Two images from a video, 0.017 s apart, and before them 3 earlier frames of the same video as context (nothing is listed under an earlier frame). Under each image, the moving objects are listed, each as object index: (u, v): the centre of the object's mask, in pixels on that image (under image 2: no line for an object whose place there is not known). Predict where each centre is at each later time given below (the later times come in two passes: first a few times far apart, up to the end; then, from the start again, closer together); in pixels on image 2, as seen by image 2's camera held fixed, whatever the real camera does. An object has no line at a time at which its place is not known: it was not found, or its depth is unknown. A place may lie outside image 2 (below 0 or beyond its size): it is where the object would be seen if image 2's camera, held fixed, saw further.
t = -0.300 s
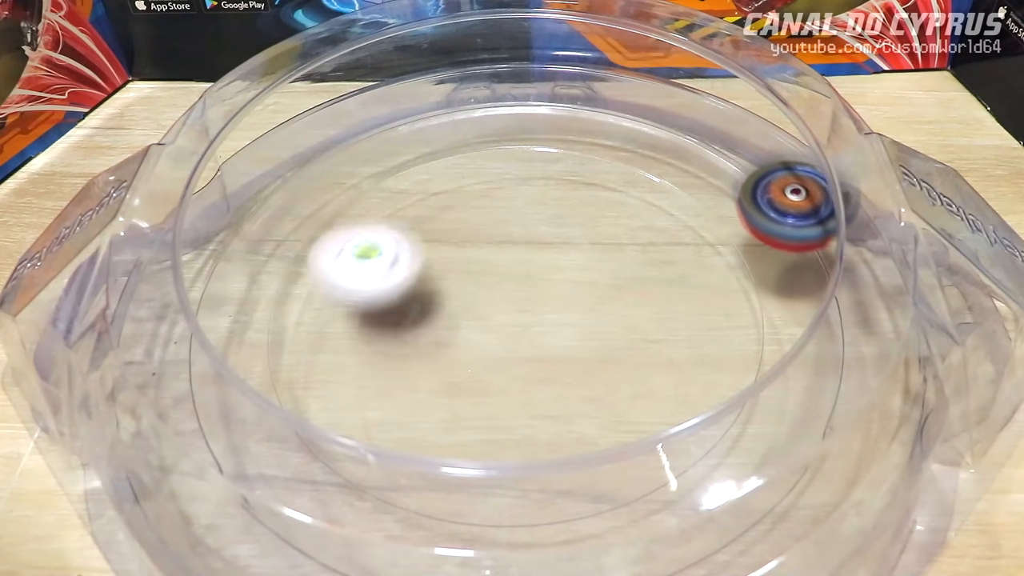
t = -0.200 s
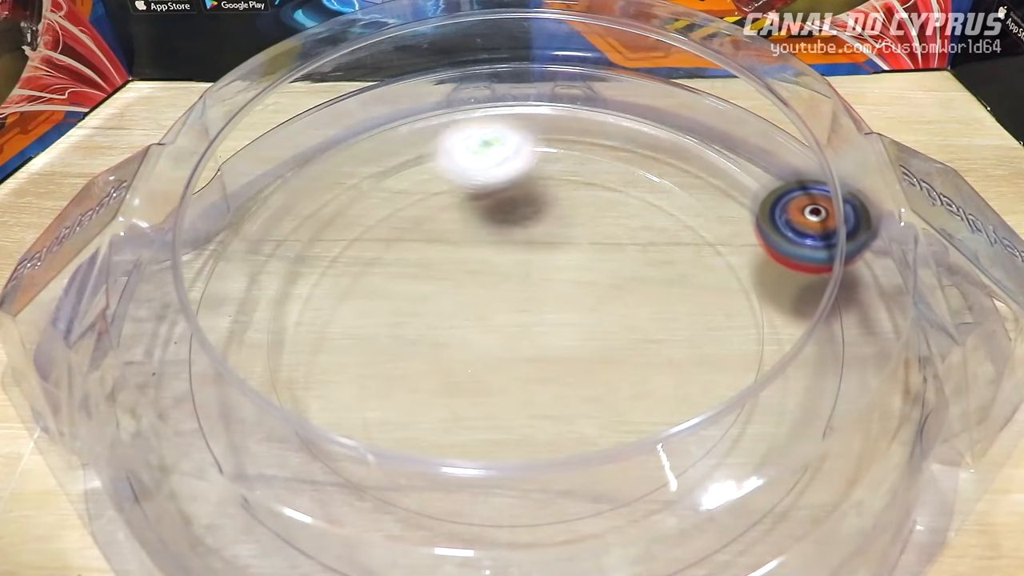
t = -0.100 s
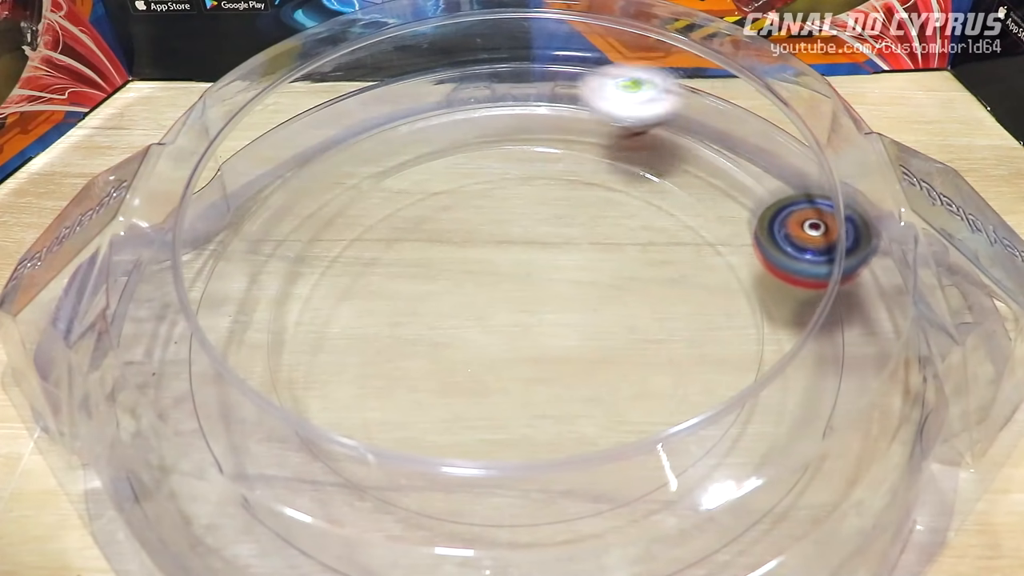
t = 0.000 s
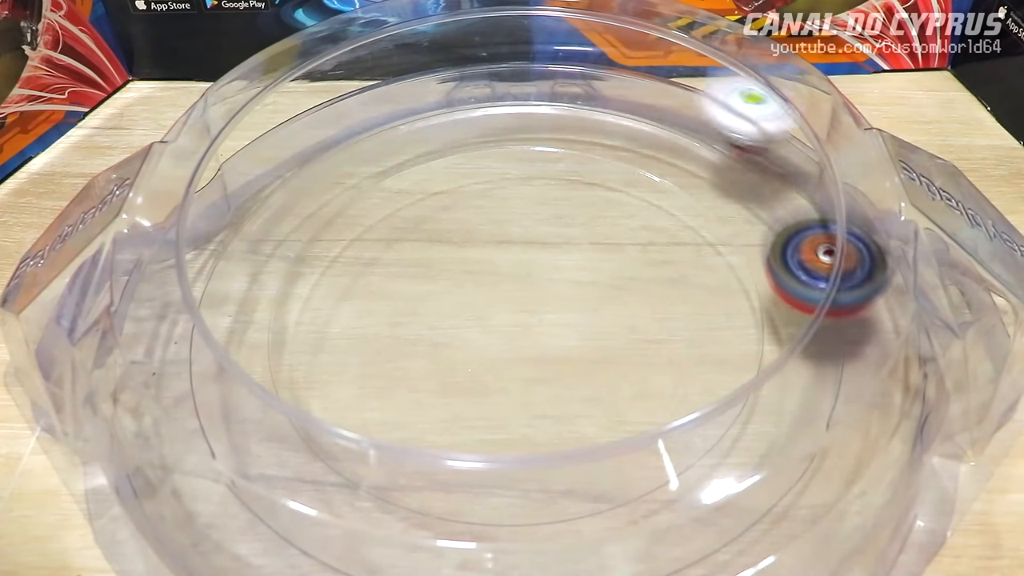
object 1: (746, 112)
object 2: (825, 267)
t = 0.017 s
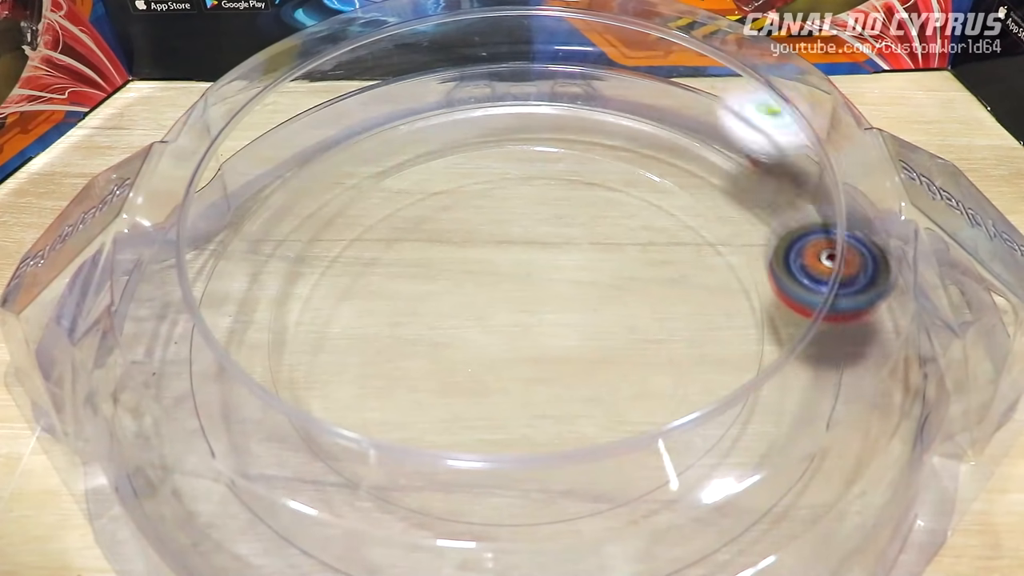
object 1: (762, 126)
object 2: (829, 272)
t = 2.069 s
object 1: (516, 547)
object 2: (192, 344)
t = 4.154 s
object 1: (443, 94)
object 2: (575, 115)
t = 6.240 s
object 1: (499, 375)
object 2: (203, 374)
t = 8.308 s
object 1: (539, 336)
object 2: (782, 194)
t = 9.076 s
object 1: (499, 278)
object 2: (756, 470)
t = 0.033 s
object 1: (775, 143)
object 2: (832, 277)
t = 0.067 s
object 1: (790, 166)
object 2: (831, 282)
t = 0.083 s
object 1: (790, 187)
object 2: (831, 285)
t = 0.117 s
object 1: (784, 205)
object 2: (837, 306)
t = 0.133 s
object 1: (778, 212)
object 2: (835, 322)
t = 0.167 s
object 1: (769, 222)
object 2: (828, 343)
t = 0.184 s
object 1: (766, 228)
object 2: (826, 355)
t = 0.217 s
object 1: (760, 237)
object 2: (825, 379)
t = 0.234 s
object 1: (755, 244)
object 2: (823, 391)
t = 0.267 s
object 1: (741, 263)
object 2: (811, 408)
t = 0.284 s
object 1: (732, 274)
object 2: (804, 415)
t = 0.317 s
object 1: (708, 303)
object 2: (795, 433)
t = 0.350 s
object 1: (673, 339)
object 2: (785, 450)
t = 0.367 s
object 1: (650, 357)
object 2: (781, 455)
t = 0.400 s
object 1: (591, 391)
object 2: (765, 466)
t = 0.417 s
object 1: (556, 403)
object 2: (759, 469)
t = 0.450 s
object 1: (479, 418)
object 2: (749, 477)
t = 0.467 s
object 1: (436, 418)
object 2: (744, 482)
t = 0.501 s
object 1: (364, 403)
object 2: (731, 494)
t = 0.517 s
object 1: (334, 393)
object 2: (727, 499)
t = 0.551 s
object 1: (264, 363)
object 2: (716, 503)
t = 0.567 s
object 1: (240, 346)
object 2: (711, 505)
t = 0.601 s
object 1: (199, 324)
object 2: (700, 510)
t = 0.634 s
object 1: (170, 288)
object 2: (689, 514)
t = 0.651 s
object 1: (163, 270)
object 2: (682, 518)
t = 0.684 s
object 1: (157, 252)
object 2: (670, 521)
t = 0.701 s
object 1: (153, 243)
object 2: (666, 521)
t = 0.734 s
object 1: (153, 225)
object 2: (654, 521)
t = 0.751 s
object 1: (152, 222)
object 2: (646, 524)
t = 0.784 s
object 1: (173, 215)
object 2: (633, 527)
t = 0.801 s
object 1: (176, 213)
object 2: (627, 528)
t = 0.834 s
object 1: (187, 204)
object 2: (611, 532)
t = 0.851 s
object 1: (206, 202)
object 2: (605, 532)
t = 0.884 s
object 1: (217, 197)
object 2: (594, 532)
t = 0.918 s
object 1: (221, 193)
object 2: (582, 531)
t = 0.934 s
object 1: (223, 189)
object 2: (576, 532)
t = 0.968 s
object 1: (227, 184)
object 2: (560, 534)
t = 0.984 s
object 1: (231, 183)
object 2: (551, 535)
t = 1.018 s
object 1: (236, 177)
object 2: (528, 538)
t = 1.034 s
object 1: (240, 174)
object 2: (520, 538)
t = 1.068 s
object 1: (246, 170)
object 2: (509, 537)
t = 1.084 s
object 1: (251, 169)
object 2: (503, 536)
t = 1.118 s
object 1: (267, 166)
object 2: (491, 535)
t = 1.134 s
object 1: (275, 162)
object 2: (484, 534)
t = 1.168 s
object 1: (296, 158)
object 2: (462, 535)
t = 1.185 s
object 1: (305, 155)
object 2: (451, 535)
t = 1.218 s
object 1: (318, 154)
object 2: (429, 535)
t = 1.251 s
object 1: (332, 155)
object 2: (416, 533)
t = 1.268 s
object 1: (338, 155)
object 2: (412, 532)
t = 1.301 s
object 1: (349, 155)
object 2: (401, 529)
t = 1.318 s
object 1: (356, 155)
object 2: (394, 528)
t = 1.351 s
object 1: (374, 156)
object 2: (377, 526)
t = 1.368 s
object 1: (386, 159)
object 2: (366, 525)
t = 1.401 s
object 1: (415, 164)
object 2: (346, 523)
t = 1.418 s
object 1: (432, 166)
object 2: (338, 522)
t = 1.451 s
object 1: (474, 172)
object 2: (331, 518)
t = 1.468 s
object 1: (497, 178)
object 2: (328, 515)
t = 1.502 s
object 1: (550, 192)
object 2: (320, 510)
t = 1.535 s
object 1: (602, 212)
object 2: (308, 501)
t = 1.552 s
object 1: (627, 226)
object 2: (300, 497)
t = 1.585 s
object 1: (670, 257)
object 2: (284, 490)
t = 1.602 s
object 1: (689, 276)
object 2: (275, 486)
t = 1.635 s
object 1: (716, 315)
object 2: (263, 477)
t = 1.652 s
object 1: (723, 336)
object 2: (260, 474)
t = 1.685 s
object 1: (731, 389)
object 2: (258, 466)
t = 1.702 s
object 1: (729, 415)
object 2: (256, 462)
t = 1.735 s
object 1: (727, 466)
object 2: (252, 451)
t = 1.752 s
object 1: (722, 487)
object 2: (247, 445)
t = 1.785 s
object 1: (705, 515)
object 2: (236, 434)
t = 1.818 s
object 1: (680, 531)
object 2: (221, 424)
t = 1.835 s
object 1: (668, 535)
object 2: (214, 418)
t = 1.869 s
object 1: (644, 540)
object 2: (211, 407)
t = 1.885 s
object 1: (635, 543)
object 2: (211, 402)
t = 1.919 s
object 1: (609, 545)
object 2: (214, 391)
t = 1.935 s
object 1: (597, 545)
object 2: (213, 387)
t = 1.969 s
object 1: (578, 546)
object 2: (209, 376)
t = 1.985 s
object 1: (567, 547)
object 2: (205, 371)
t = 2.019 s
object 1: (546, 547)
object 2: (198, 359)
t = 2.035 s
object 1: (540, 547)
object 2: (194, 353)
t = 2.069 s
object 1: (516, 547)
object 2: (192, 344)
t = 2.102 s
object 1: (498, 546)
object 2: (197, 338)
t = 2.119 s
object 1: (489, 546)
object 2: (198, 335)
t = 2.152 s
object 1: (471, 545)
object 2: (200, 327)
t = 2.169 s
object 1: (462, 544)
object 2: (201, 323)
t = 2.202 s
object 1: (444, 542)
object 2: (200, 313)
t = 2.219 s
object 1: (432, 541)
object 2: (198, 307)
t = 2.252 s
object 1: (407, 536)
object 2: (195, 296)
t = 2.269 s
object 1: (389, 533)
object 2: (194, 291)
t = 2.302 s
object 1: (359, 523)
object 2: (197, 285)
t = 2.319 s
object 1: (343, 516)
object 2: (201, 284)
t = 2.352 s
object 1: (323, 500)
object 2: (207, 280)
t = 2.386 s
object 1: (313, 484)
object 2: (211, 273)
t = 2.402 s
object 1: (309, 477)
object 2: (213, 269)
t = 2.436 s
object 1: (305, 465)
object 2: (216, 259)
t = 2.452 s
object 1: (302, 455)
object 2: (216, 255)
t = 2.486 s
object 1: (298, 442)
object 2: (218, 244)
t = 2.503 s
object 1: (294, 434)
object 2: (220, 239)
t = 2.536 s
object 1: (291, 418)
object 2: (221, 231)
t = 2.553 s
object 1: (289, 410)
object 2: (222, 228)
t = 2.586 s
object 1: (287, 390)
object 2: (231, 226)
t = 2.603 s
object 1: (286, 381)
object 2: (232, 225)
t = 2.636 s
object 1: (291, 353)
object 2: (236, 222)
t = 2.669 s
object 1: (296, 327)
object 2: (241, 217)
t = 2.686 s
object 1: (299, 309)
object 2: (245, 214)
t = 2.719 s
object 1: (315, 276)
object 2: (250, 206)
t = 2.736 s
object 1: (328, 261)
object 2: (252, 199)
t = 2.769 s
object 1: (363, 243)
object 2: (253, 185)
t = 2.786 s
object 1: (382, 233)
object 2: (256, 179)
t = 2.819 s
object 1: (427, 217)
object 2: (266, 176)
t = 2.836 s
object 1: (449, 209)
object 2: (272, 174)
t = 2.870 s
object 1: (504, 198)
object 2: (283, 171)
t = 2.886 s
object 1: (530, 193)
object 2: (288, 169)
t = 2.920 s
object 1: (583, 192)
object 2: (298, 164)
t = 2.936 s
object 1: (608, 193)
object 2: (302, 161)
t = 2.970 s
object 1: (663, 199)
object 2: (310, 153)
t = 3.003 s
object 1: (711, 213)
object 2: (317, 145)
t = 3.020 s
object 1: (732, 222)
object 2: (320, 141)
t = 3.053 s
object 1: (771, 250)
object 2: (327, 132)
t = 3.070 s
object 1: (790, 261)
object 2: (329, 127)
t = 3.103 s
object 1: (820, 284)
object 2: (338, 126)
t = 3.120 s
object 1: (833, 292)
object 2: (342, 126)
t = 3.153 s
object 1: (847, 310)
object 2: (351, 125)
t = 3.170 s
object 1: (851, 321)
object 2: (355, 124)
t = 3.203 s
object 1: (864, 344)
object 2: (363, 121)
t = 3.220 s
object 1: (868, 353)
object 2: (367, 118)
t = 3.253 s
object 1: (856, 365)
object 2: (375, 113)
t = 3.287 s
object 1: (838, 378)
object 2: (383, 101)
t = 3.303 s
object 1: (827, 387)
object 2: (386, 100)
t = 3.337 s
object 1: (805, 403)
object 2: (391, 102)
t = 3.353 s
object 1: (794, 406)
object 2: (393, 104)
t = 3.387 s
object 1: (774, 416)
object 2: (398, 101)
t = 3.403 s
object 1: (761, 417)
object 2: (402, 102)
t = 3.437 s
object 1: (735, 430)
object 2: (410, 98)
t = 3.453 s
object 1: (723, 431)
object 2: (415, 98)
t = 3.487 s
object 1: (695, 436)
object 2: (424, 94)
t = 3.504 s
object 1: (678, 441)
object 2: (430, 93)
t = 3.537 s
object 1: (635, 447)
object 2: (439, 89)
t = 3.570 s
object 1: (589, 452)
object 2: (449, 86)
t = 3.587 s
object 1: (565, 452)
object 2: (454, 85)
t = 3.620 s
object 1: (504, 447)
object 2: (462, 82)
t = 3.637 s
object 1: (476, 443)
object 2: (466, 81)
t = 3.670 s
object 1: (419, 421)
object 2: (470, 81)
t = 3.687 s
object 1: (394, 404)
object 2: (472, 83)
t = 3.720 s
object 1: (350, 376)
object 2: (478, 83)
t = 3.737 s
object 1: (334, 358)
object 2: (482, 83)
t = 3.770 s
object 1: (307, 316)
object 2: (490, 83)
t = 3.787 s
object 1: (302, 295)
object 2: (495, 85)
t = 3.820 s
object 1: (299, 251)
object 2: (504, 86)
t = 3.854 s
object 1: (304, 210)
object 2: (513, 88)
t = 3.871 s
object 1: (314, 193)
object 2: (517, 90)
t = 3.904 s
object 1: (332, 164)
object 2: (525, 93)
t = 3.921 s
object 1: (339, 153)
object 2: (529, 93)
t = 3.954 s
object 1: (351, 135)
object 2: (537, 95)
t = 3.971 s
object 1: (358, 129)
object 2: (541, 97)
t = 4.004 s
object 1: (366, 116)
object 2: (548, 99)
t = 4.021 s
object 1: (372, 110)
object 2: (551, 99)
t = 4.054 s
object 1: (386, 102)
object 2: (558, 103)
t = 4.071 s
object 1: (396, 99)
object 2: (561, 105)
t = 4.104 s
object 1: (418, 97)
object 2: (567, 108)
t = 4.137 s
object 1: (437, 95)
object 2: (572, 112)
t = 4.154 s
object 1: (443, 94)
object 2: (575, 115)
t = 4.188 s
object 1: (456, 92)
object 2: (579, 120)
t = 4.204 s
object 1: (464, 90)
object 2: (580, 123)
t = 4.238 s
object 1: (478, 88)
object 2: (578, 132)
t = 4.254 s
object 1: (485, 88)
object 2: (575, 139)
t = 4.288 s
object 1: (499, 88)
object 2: (564, 155)
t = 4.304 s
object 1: (506, 87)
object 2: (556, 162)
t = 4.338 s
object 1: (521, 87)
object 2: (541, 176)
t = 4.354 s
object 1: (530, 88)
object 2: (534, 183)
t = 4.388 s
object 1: (544, 90)
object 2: (510, 209)
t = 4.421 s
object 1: (558, 91)
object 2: (487, 231)
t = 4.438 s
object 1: (564, 93)
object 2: (479, 244)
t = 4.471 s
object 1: (579, 96)
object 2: (464, 271)
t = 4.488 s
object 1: (586, 98)
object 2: (459, 284)
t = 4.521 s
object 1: (601, 103)
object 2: (456, 315)
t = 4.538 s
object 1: (609, 106)
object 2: (457, 330)
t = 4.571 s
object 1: (622, 112)
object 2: (466, 356)
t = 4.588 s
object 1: (627, 115)
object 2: (475, 369)
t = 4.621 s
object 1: (640, 121)
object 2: (496, 391)
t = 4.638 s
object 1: (647, 124)
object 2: (510, 398)
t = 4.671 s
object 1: (656, 130)
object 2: (544, 406)
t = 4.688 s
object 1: (660, 133)
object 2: (561, 407)
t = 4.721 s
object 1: (669, 140)
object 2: (597, 404)
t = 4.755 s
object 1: (677, 147)
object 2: (635, 398)
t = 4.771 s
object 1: (680, 151)
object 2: (653, 392)
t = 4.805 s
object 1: (690, 164)
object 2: (685, 379)
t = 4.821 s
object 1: (697, 171)
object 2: (699, 371)
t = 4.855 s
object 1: (707, 194)
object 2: (723, 354)
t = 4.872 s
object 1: (710, 210)
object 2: (731, 345)
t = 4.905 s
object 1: (716, 236)
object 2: (746, 329)
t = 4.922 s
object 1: (708, 233)
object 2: (753, 332)
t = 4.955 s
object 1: (687, 221)
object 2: (788, 366)
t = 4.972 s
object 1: (675, 220)
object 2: (797, 382)
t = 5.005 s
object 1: (656, 221)
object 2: (811, 410)
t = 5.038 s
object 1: (636, 223)
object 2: (797, 423)
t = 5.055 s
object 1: (628, 225)
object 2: (789, 432)
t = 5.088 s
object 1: (608, 227)
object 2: (773, 449)
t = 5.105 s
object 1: (598, 229)
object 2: (764, 460)
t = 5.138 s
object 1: (578, 230)
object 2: (751, 479)
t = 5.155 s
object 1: (568, 232)
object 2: (743, 487)
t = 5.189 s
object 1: (550, 232)
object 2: (723, 494)
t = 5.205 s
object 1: (541, 233)
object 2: (713, 500)
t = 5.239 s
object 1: (525, 234)
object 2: (693, 511)
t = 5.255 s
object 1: (517, 234)
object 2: (686, 515)
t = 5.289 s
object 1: (501, 234)
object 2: (665, 520)
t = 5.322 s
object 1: (486, 234)
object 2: (644, 524)
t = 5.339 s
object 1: (480, 234)
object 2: (634, 525)
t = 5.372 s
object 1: (466, 233)
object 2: (616, 529)
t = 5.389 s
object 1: (459, 234)
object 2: (603, 533)
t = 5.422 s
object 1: (446, 233)
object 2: (583, 532)
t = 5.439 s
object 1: (440, 234)
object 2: (573, 533)
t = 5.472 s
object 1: (428, 234)
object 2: (553, 533)
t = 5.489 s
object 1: (421, 234)
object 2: (542, 535)
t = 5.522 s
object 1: (410, 235)
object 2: (518, 538)
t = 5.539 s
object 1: (405, 236)
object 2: (506, 538)
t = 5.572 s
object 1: (395, 238)
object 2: (488, 536)
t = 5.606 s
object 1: (387, 241)
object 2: (467, 535)
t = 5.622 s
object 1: (384, 242)
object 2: (455, 535)
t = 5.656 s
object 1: (380, 246)
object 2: (434, 535)
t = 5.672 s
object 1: (378, 249)
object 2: (427, 534)
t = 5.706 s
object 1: (377, 254)
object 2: (414, 531)
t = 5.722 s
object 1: (377, 258)
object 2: (405, 530)
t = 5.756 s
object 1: (378, 264)
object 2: (381, 528)
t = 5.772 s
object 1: (380, 268)
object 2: (373, 528)
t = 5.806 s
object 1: (383, 276)
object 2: (357, 524)
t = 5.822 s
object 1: (386, 280)
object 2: (351, 521)
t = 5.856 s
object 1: (392, 290)
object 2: (335, 514)
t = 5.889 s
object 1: (400, 301)
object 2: (314, 506)
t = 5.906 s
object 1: (404, 306)
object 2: (303, 502)
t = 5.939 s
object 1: (412, 315)
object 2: (287, 493)
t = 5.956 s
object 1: (417, 320)
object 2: (284, 486)
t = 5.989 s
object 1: (425, 329)
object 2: (275, 472)
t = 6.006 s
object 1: (430, 333)
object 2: (269, 463)
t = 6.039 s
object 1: (439, 341)
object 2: (253, 451)
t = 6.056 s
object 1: (444, 345)
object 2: (245, 446)
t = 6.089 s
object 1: (454, 352)
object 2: (227, 434)
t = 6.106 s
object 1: (459, 355)
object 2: (224, 425)
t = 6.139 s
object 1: (469, 361)
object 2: (221, 412)
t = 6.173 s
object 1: (479, 366)
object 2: (214, 398)
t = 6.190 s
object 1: (484, 369)
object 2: (210, 393)
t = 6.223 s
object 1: (494, 373)
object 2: (204, 379)
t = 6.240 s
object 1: (499, 375)
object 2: (203, 374)
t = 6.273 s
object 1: (510, 377)
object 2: (203, 362)
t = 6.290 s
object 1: (515, 378)
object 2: (203, 357)
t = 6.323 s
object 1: (523, 378)
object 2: (197, 345)
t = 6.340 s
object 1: (528, 378)
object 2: (196, 339)
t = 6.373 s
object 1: (536, 376)
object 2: (198, 329)
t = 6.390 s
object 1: (541, 375)
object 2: (199, 324)
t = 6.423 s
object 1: (548, 372)
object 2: (200, 313)
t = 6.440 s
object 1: (551, 371)
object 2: (199, 306)
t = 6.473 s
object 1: (557, 366)
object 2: (198, 293)
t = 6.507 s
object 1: (561, 360)
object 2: (204, 285)
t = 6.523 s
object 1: (564, 357)
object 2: (207, 281)
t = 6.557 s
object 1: (568, 351)
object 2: (211, 270)
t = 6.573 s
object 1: (569, 347)
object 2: (213, 264)
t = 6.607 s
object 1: (573, 339)
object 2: (215, 251)
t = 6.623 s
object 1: (573, 335)
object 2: (216, 245)
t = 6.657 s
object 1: (577, 326)
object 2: (222, 234)
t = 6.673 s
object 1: (577, 322)
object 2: (228, 231)
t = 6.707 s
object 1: (580, 312)
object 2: (235, 224)
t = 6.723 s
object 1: (580, 307)
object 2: (238, 219)
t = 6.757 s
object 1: (582, 298)
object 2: (244, 208)
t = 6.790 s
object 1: (583, 289)
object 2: (250, 196)
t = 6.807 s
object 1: (583, 285)
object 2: (254, 190)
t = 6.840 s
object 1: (582, 278)
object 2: (264, 182)
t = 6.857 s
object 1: (582, 275)
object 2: (268, 180)
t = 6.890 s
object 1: (580, 270)
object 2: (278, 173)
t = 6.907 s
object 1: (578, 267)
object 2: (283, 169)
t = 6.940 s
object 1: (576, 262)
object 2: (294, 160)
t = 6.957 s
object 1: (574, 260)
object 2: (299, 155)
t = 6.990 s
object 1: (570, 257)
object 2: (309, 144)
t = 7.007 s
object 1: (568, 256)
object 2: (314, 139)
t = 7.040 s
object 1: (562, 253)
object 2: (328, 135)
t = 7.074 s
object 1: (557, 250)
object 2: (340, 130)
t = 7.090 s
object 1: (552, 251)
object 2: (346, 126)
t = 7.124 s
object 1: (544, 249)
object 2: (358, 121)
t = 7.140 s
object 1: (541, 250)
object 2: (365, 117)
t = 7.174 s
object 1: (532, 249)
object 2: (378, 105)
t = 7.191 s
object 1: (529, 251)
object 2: (383, 102)
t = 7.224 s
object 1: (522, 252)
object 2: (393, 101)
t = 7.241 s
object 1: (517, 252)
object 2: (398, 100)
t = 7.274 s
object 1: (508, 254)
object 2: (411, 99)
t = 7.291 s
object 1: (504, 255)
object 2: (417, 97)
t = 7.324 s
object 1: (495, 257)
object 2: (429, 92)
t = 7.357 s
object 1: (486, 260)
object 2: (443, 85)
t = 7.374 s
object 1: (482, 261)
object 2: (451, 84)
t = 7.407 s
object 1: (474, 263)
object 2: (464, 84)
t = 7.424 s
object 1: (471, 266)
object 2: (468, 82)
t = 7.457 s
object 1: (463, 269)
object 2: (478, 83)
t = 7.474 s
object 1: (461, 272)
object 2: (484, 82)
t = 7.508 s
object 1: (454, 275)
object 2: (496, 82)
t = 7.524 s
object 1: (452, 277)
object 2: (504, 82)
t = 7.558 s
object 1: (448, 281)
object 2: (518, 81)
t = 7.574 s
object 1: (446, 284)
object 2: (527, 86)
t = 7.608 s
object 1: (445, 287)
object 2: (546, 83)
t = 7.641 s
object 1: (444, 292)
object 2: (562, 80)
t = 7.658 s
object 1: (445, 293)
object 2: (568, 83)
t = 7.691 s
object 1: (446, 299)
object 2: (576, 85)
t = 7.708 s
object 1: (447, 301)
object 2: (581, 89)
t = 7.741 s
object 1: (450, 306)
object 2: (593, 91)
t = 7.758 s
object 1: (452, 309)
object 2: (600, 93)
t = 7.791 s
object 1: (457, 316)
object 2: (615, 96)
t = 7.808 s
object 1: (459, 319)
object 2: (623, 96)
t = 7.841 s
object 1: (465, 327)
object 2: (640, 99)
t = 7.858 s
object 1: (466, 329)
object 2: (648, 101)
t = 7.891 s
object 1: (472, 336)
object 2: (662, 105)
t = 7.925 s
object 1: (477, 341)
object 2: (670, 109)
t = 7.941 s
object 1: (481, 343)
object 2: (674, 113)
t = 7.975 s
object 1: (485, 347)
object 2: (683, 119)
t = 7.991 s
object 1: (490, 349)
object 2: (688, 121)
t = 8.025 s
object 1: (494, 352)
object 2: (700, 127)
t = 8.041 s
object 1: (498, 352)
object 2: (706, 130)
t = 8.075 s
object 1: (503, 353)
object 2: (721, 137)
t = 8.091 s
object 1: (506, 353)
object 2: (728, 140)
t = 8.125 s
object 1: (511, 353)
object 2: (741, 147)
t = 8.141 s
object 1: (515, 352)
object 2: (747, 151)
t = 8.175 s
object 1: (520, 351)
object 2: (751, 158)
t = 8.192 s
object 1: (524, 349)
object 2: (754, 161)
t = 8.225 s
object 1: (527, 346)
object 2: (761, 170)
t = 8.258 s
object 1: (534, 342)
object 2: (769, 179)
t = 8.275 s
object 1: (534, 340)
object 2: (774, 184)
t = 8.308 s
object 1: (539, 336)
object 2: (782, 194)
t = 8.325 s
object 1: (541, 333)
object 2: (786, 200)
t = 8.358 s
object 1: (546, 327)
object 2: (801, 211)
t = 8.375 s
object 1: (547, 324)
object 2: (807, 217)
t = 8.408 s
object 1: (553, 317)
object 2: (812, 226)
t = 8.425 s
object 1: (553, 314)
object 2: (813, 230)
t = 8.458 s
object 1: (558, 308)
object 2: (814, 238)
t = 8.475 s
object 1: (559, 305)
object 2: (816, 244)
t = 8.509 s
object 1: (562, 299)
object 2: (819, 256)
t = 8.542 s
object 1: (563, 294)
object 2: (823, 268)
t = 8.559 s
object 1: (565, 292)
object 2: (826, 275)
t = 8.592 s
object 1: (565, 286)
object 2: (831, 290)
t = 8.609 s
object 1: (565, 284)
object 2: (833, 297)
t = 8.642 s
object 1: (565, 281)
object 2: (835, 308)
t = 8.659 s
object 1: (564, 279)
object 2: (833, 314)
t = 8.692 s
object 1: (562, 276)
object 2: (833, 325)
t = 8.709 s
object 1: (560, 274)
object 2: (833, 330)
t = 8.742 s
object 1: (557, 272)
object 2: (830, 344)
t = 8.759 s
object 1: (554, 271)
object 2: (828, 351)
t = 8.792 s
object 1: (552, 270)
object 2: (828, 366)
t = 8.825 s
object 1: (544, 270)
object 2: (823, 376)
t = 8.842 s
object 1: (543, 269)
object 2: (818, 380)
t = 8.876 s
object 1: (536, 270)
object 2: (813, 392)
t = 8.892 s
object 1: (534, 270)
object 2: (810, 398)
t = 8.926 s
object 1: (528, 271)
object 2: (802, 412)
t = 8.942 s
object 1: (525, 271)
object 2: (797, 419)
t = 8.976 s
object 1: (519, 272)
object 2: (790, 435)
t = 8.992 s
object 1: (516, 274)
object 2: (785, 443)
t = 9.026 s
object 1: (509, 275)
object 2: (774, 458)
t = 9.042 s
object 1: (505, 276)
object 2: (769, 464)
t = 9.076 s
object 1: (499, 278)
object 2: (756, 470)
